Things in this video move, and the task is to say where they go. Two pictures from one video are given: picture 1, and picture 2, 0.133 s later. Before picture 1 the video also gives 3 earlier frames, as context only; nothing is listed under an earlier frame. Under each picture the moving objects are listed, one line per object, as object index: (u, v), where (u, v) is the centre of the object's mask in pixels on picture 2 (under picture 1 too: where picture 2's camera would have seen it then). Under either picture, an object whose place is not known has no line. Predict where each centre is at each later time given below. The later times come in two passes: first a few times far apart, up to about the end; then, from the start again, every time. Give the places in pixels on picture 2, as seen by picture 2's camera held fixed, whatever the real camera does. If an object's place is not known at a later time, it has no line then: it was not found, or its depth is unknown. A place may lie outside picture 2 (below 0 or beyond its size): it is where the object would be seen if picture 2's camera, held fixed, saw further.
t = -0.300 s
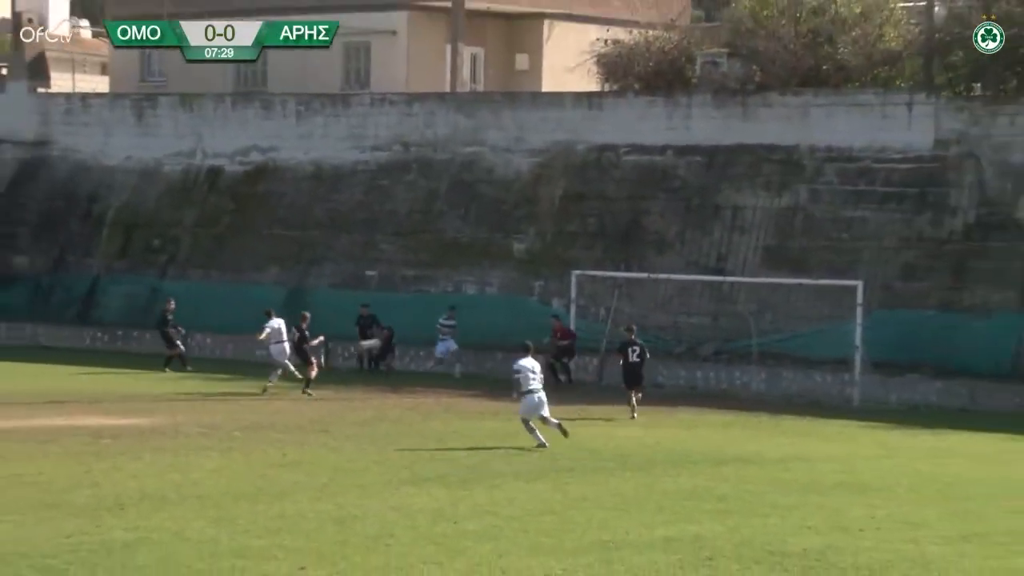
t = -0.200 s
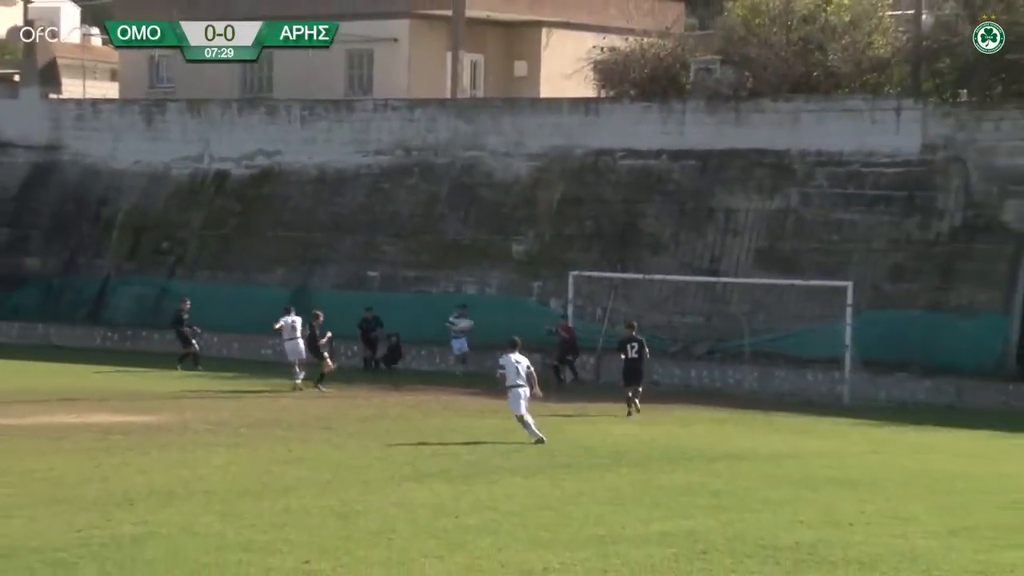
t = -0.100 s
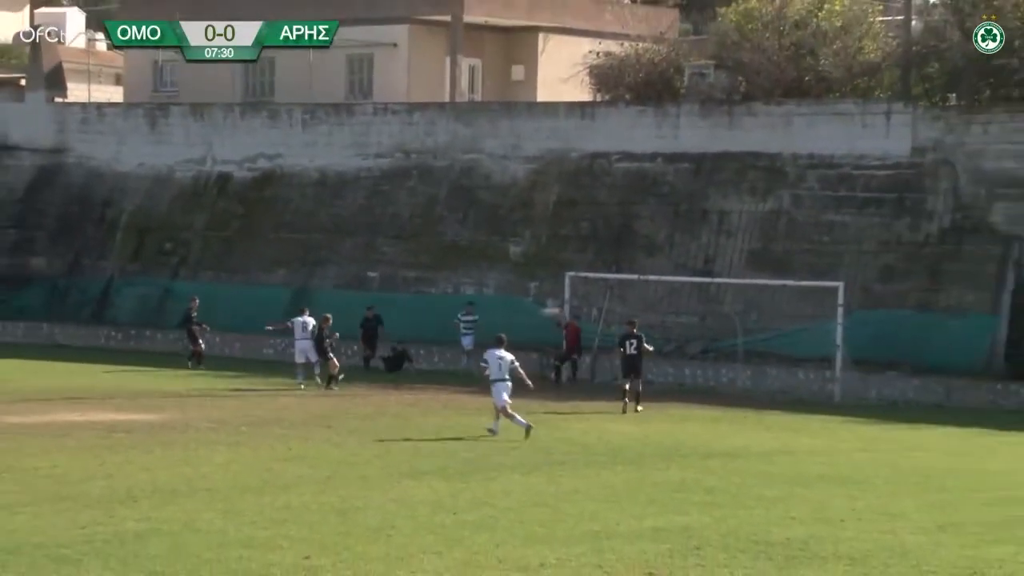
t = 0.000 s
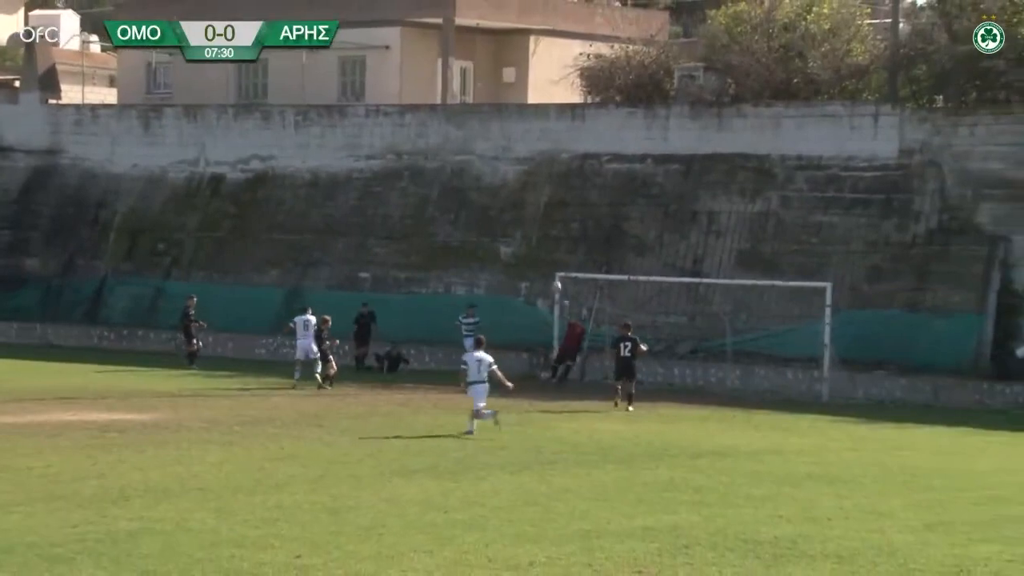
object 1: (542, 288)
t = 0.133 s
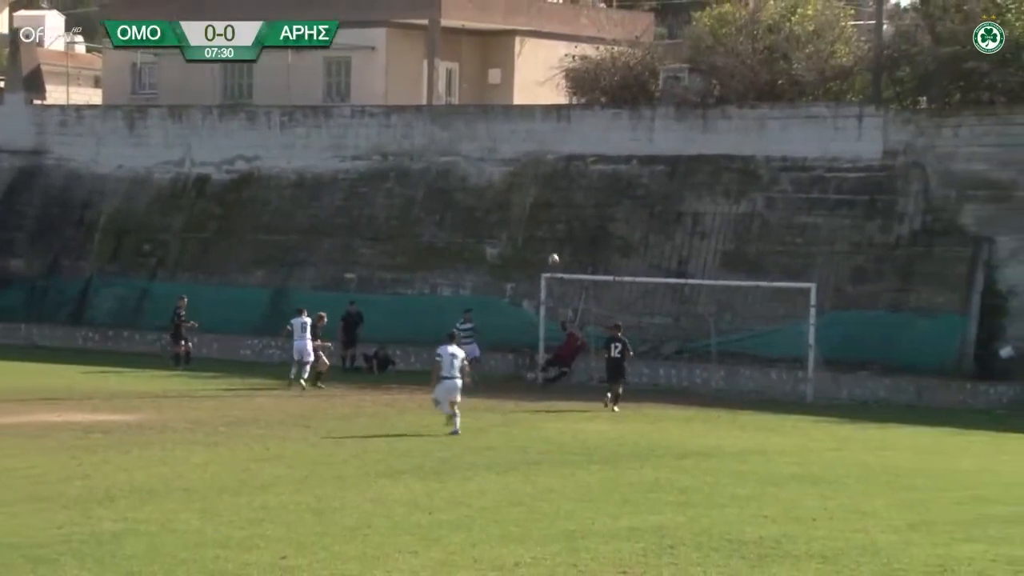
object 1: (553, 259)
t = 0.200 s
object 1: (560, 243)
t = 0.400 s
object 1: (576, 216)
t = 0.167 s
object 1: (557, 251)
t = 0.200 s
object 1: (560, 243)
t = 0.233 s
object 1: (562, 240)
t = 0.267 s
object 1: (565, 233)
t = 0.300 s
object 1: (568, 228)
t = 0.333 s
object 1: (571, 225)
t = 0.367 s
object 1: (573, 221)
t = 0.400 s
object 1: (576, 216)
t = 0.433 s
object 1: (578, 214)
